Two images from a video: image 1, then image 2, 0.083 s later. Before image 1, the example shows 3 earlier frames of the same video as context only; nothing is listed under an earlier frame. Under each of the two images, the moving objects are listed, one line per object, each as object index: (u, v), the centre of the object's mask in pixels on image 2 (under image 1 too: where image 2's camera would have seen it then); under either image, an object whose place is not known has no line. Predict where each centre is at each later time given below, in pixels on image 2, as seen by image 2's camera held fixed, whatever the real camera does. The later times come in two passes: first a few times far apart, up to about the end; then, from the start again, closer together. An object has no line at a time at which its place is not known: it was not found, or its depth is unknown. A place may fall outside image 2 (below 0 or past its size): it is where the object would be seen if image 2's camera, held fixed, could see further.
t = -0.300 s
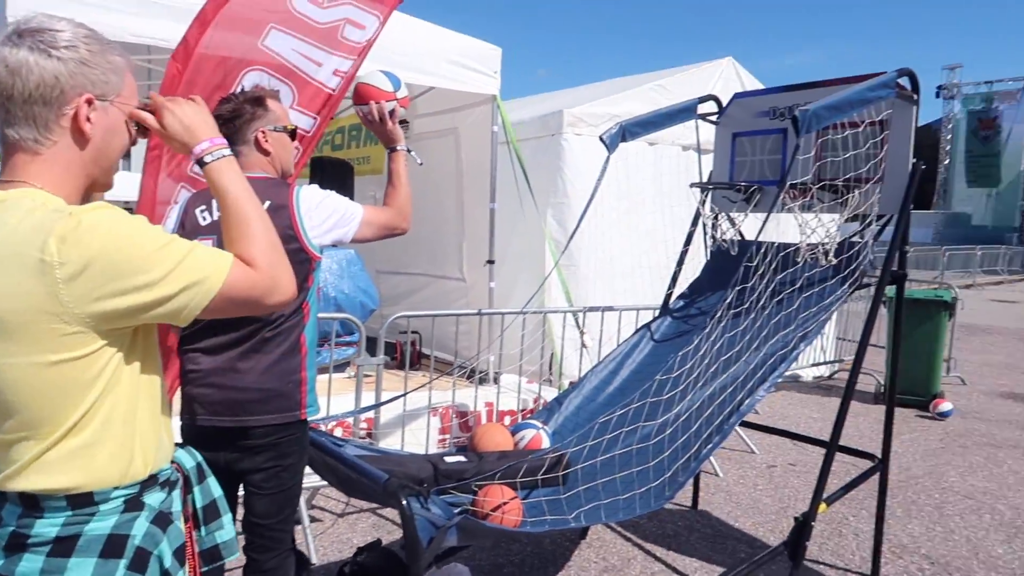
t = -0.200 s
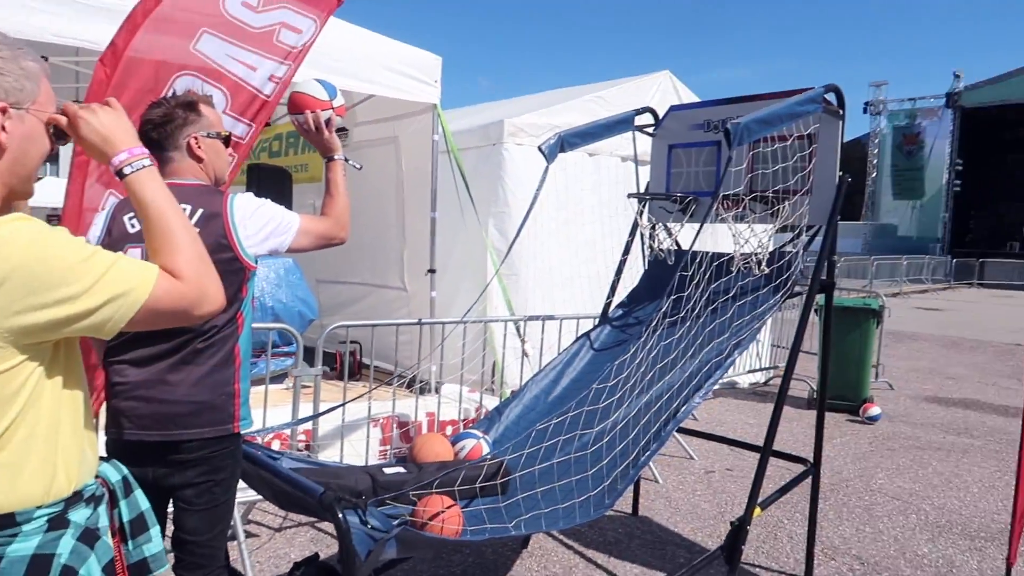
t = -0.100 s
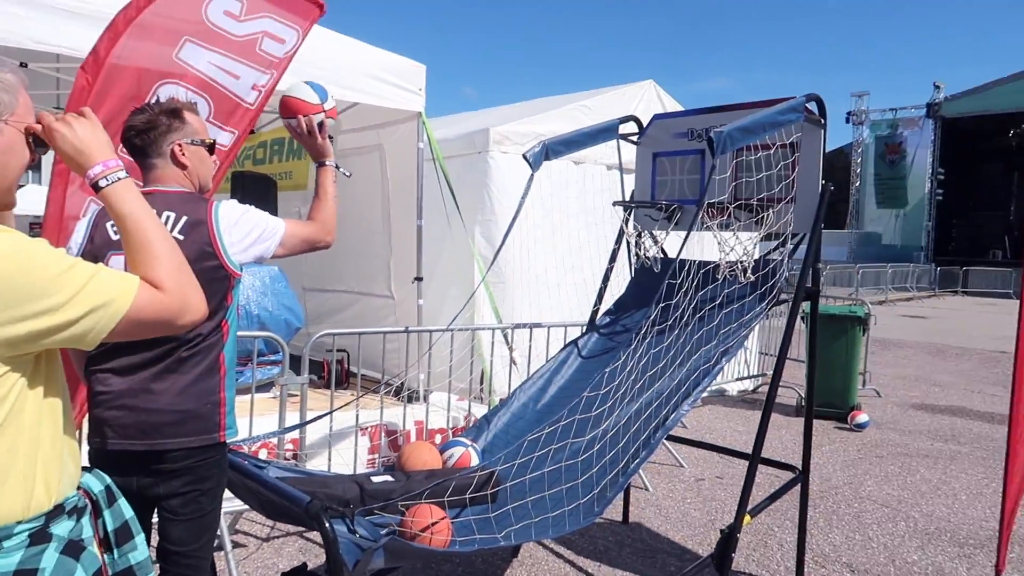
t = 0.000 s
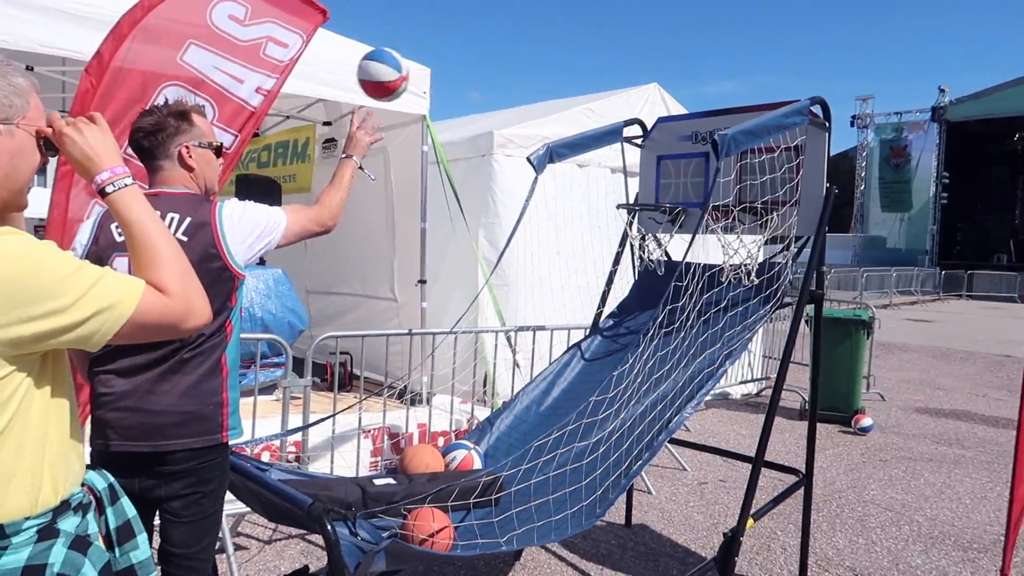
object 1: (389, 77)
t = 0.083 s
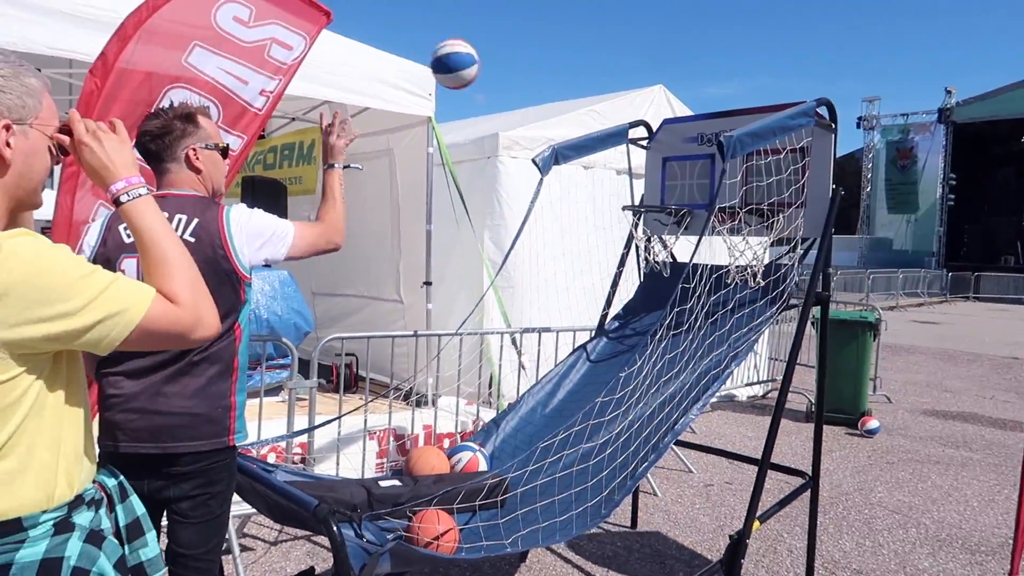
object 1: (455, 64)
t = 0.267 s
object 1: (569, 96)
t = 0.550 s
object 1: (675, 194)
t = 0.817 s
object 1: (681, 195)
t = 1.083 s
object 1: (681, 374)
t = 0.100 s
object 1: (467, 64)
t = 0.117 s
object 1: (479, 64)
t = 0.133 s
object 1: (490, 65)
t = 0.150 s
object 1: (501, 68)
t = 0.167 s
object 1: (512, 70)
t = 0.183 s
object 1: (522, 73)
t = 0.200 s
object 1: (532, 77)
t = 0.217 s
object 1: (542, 81)
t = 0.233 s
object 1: (551, 86)
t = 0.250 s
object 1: (560, 91)
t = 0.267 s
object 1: (569, 96)
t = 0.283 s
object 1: (578, 103)
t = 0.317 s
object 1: (594, 117)
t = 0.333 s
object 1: (602, 125)
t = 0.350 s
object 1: (610, 133)
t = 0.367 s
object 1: (617, 141)
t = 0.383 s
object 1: (624, 150)
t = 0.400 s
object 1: (632, 160)
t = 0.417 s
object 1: (639, 169)
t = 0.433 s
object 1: (645, 179)
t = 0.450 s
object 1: (652, 188)
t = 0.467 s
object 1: (657, 198)
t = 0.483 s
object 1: (661, 197)
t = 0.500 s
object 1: (665, 196)
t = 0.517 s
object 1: (670, 195)
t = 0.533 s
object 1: (672, 195)
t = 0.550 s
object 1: (675, 194)
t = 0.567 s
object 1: (675, 191)
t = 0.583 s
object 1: (676, 187)
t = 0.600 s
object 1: (677, 182)
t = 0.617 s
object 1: (677, 180)
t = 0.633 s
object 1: (678, 177)
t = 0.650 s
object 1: (678, 176)
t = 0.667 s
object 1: (678, 175)
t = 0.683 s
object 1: (678, 175)
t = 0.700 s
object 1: (678, 175)
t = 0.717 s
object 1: (678, 176)
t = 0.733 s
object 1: (678, 178)
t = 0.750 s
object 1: (679, 180)
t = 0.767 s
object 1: (679, 182)
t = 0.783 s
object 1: (680, 185)
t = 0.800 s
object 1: (681, 189)
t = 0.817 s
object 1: (681, 195)
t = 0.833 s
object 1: (681, 200)
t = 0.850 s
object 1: (681, 207)
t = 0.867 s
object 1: (682, 213)
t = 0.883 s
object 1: (682, 220)
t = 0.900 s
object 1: (681, 228)
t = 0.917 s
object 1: (679, 235)
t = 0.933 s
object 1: (681, 247)
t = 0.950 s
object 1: (682, 258)
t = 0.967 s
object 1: (681, 269)
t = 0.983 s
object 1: (681, 282)
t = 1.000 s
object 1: (682, 295)
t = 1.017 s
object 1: (681, 308)
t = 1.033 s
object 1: (681, 322)
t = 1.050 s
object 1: (682, 336)
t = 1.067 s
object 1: (681, 354)
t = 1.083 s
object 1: (681, 374)
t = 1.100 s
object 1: (681, 393)
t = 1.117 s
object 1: (682, 408)
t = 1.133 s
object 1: (680, 415)
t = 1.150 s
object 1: (675, 417)
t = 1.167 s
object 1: (667, 420)
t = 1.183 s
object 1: (660, 422)
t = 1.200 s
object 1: (653, 425)
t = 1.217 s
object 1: (644, 430)
